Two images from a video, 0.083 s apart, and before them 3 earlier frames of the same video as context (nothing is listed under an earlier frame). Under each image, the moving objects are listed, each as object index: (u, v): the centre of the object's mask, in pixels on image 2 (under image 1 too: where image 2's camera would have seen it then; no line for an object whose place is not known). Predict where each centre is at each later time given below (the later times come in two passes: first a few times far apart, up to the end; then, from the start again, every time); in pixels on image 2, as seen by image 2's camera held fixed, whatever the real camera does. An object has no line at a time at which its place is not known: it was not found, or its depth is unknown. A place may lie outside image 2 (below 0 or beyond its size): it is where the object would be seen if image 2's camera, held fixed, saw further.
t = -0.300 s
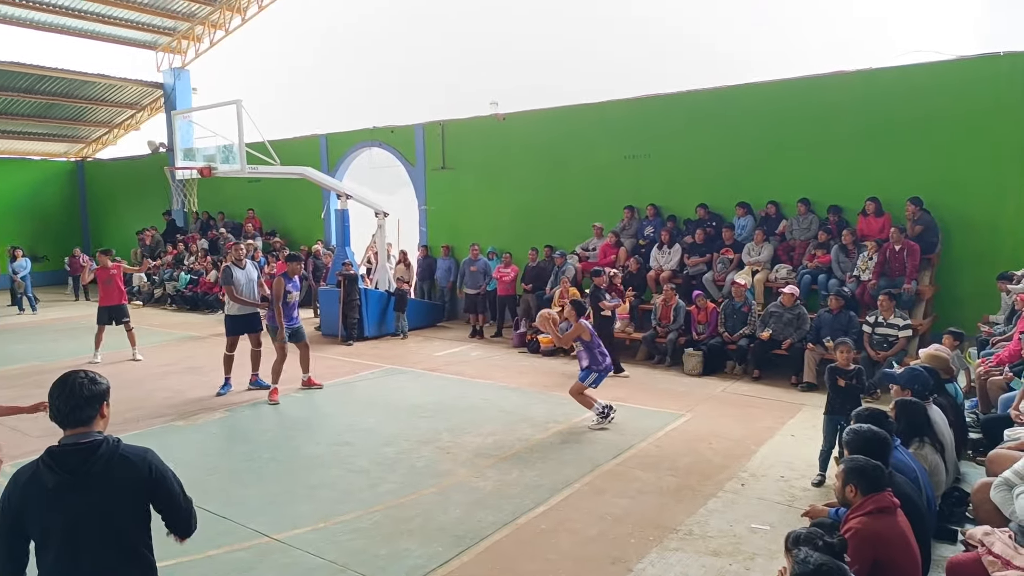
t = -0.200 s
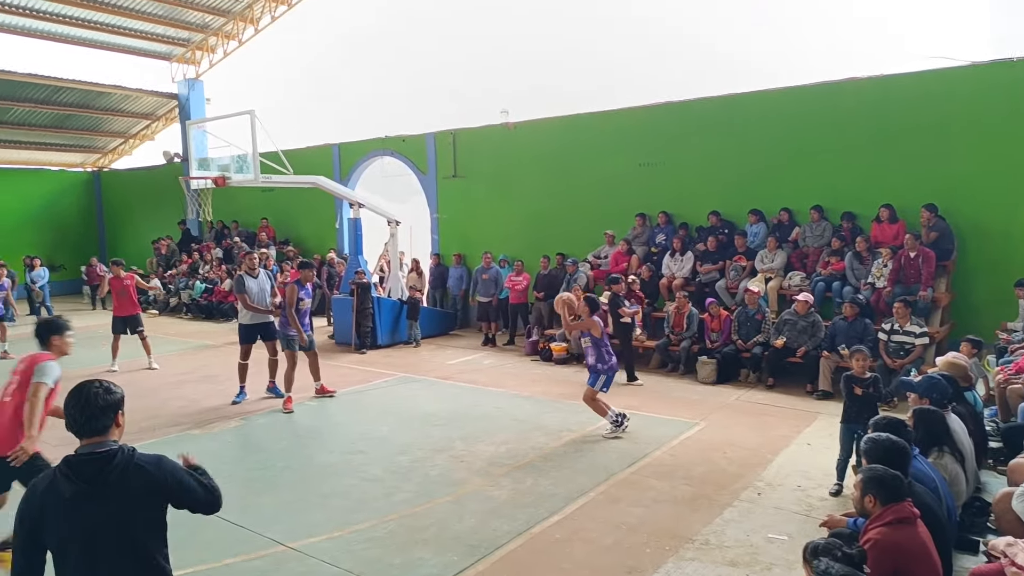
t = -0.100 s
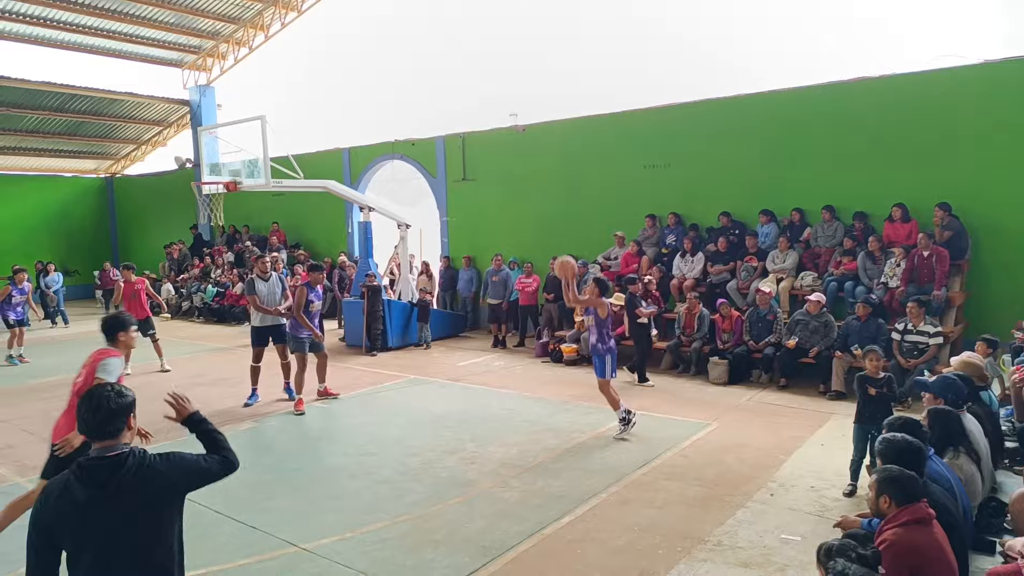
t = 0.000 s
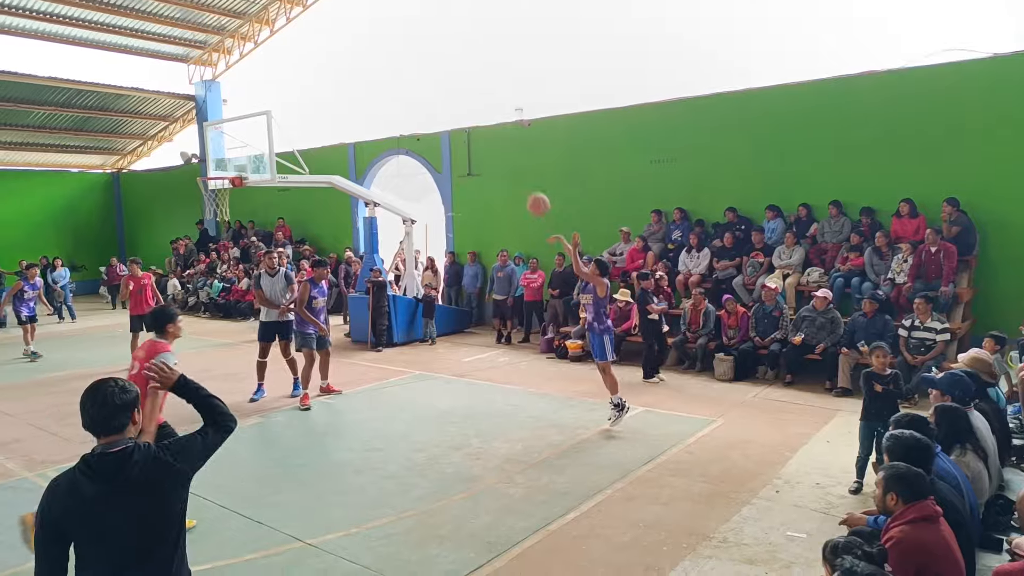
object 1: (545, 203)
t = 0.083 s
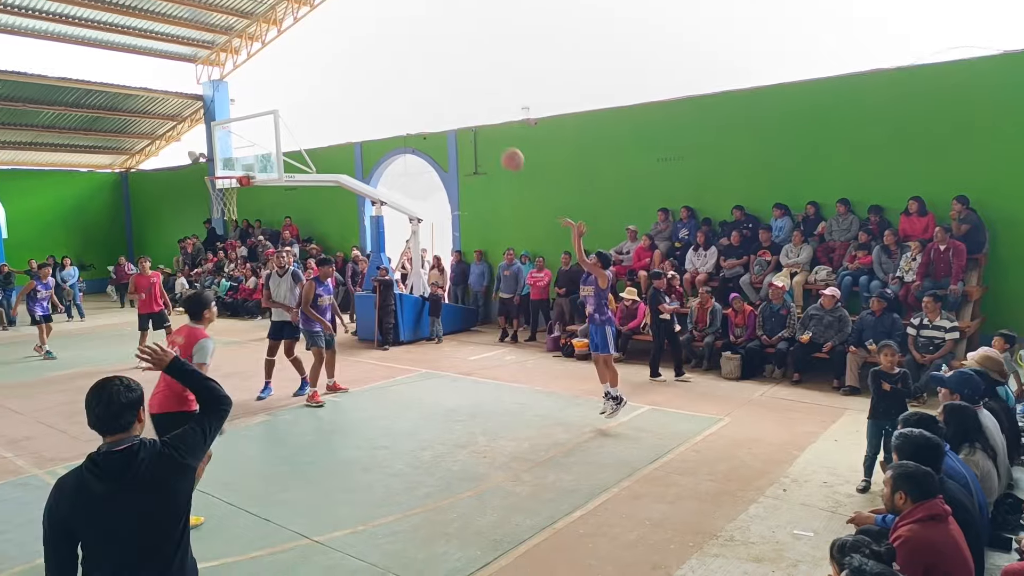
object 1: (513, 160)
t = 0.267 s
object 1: (448, 91)
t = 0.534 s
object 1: (367, 51)
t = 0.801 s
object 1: (301, 69)
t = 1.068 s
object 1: (248, 132)
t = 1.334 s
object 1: (187, 160)
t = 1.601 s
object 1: (101, 174)
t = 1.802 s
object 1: (27, 224)
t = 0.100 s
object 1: (506, 152)
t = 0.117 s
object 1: (500, 145)
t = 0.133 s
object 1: (494, 138)
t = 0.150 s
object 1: (488, 132)
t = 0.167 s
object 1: (482, 125)
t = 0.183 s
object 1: (476, 119)
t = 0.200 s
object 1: (470, 112)
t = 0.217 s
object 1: (464, 106)
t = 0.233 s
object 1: (459, 101)
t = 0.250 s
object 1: (453, 96)
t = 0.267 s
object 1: (448, 91)
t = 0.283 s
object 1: (442, 87)
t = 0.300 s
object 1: (437, 82)
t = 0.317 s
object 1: (431, 78)
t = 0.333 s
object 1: (426, 75)
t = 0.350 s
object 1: (421, 71)
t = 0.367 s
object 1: (416, 68)
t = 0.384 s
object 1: (411, 65)
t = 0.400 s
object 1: (406, 62)
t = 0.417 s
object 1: (401, 60)
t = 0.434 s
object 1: (396, 58)
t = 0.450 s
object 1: (391, 56)
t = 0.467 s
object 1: (386, 54)
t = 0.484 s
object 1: (381, 53)
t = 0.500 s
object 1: (376, 52)
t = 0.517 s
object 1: (372, 51)
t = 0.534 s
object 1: (367, 51)
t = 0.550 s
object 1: (363, 50)
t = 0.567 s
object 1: (358, 50)
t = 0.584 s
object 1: (354, 51)
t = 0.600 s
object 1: (350, 51)
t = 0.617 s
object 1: (345, 51)
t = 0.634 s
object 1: (341, 52)
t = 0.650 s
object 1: (336, 53)
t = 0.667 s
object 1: (332, 54)
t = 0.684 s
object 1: (328, 55)
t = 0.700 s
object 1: (324, 57)
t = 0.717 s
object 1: (321, 58)
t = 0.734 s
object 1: (316, 60)
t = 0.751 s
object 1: (312, 62)
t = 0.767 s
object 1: (308, 64)
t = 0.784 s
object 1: (304, 66)
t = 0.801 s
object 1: (301, 69)
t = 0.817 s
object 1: (298, 71)
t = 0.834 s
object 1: (294, 74)
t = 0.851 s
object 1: (290, 77)
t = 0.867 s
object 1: (287, 80)
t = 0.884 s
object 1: (283, 84)
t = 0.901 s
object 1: (280, 88)
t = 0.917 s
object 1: (277, 91)
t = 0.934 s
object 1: (273, 95)
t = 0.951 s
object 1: (270, 99)
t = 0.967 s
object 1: (267, 104)
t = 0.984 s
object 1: (263, 108)
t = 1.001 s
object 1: (260, 112)
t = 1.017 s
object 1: (257, 117)
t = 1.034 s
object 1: (254, 121)
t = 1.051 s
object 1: (251, 126)
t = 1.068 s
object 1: (248, 132)
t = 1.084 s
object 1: (245, 137)
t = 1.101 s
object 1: (242, 142)
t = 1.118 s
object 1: (239, 147)
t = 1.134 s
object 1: (236, 153)
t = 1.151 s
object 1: (234, 159)
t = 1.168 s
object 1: (231, 164)
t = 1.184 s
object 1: (229, 169)
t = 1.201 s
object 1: (225, 171)
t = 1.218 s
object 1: (220, 169)
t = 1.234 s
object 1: (215, 167)
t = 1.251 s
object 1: (211, 166)
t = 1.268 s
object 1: (206, 165)
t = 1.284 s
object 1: (202, 163)
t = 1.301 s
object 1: (197, 161)
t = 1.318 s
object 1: (192, 160)
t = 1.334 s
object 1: (187, 160)
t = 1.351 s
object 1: (182, 160)
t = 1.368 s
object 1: (177, 159)
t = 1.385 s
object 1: (171, 159)
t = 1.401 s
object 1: (166, 158)
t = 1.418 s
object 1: (160, 158)
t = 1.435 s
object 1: (155, 158)
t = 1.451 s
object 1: (150, 159)
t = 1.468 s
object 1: (144, 160)
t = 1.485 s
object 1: (139, 161)
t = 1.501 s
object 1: (134, 162)
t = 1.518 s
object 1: (128, 163)
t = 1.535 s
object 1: (122, 165)
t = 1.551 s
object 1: (117, 167)
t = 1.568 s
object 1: (111, 169)
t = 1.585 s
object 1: (106, 171)
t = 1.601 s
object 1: (101, 174)
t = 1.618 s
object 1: (94, 177)
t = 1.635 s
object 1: (88, 179)
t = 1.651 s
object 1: (83, 183)
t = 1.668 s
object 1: (77, 186)
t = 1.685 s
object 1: (71, 190)
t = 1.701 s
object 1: (64, 194)
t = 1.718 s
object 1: (58, 198)
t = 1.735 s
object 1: (52, 203)
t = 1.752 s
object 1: (46, 208)
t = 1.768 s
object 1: (40, 213)
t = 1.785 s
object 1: (33, 218)
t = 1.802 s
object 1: (27, 224)
